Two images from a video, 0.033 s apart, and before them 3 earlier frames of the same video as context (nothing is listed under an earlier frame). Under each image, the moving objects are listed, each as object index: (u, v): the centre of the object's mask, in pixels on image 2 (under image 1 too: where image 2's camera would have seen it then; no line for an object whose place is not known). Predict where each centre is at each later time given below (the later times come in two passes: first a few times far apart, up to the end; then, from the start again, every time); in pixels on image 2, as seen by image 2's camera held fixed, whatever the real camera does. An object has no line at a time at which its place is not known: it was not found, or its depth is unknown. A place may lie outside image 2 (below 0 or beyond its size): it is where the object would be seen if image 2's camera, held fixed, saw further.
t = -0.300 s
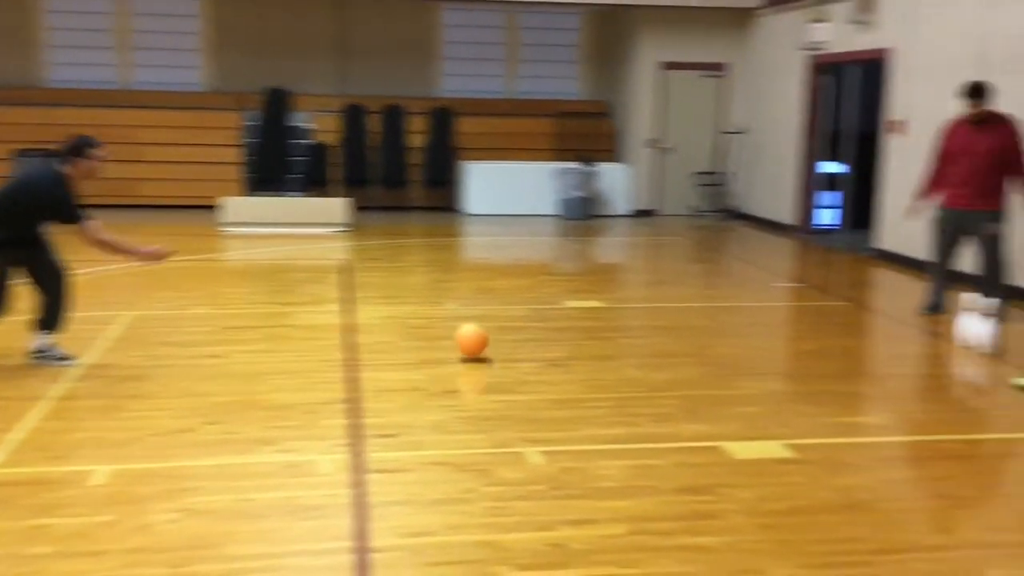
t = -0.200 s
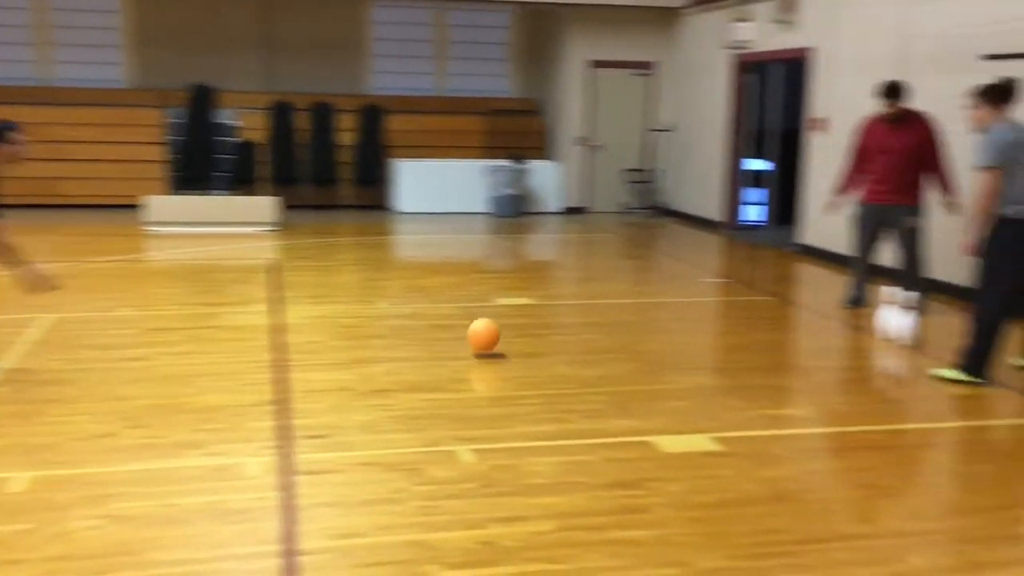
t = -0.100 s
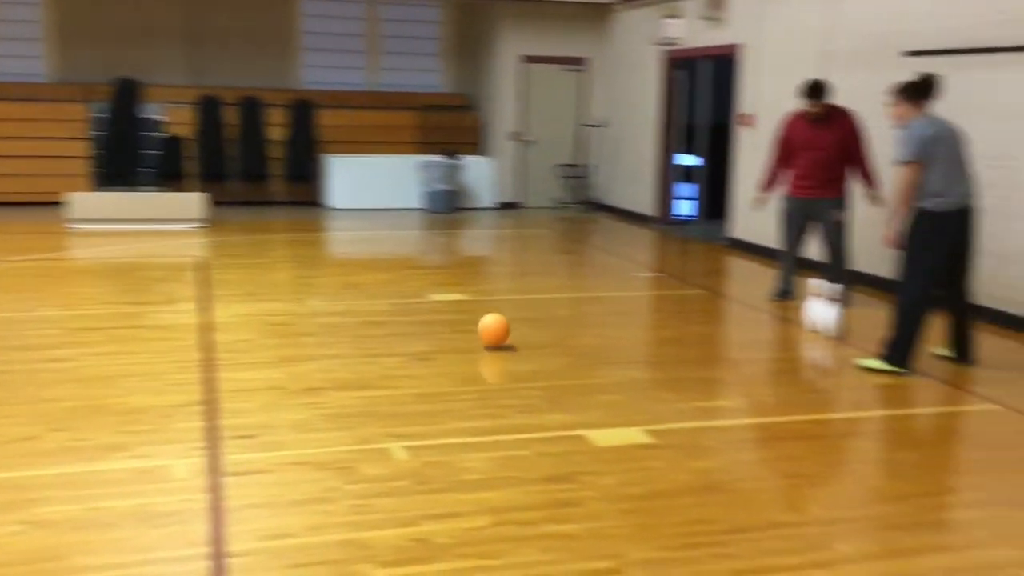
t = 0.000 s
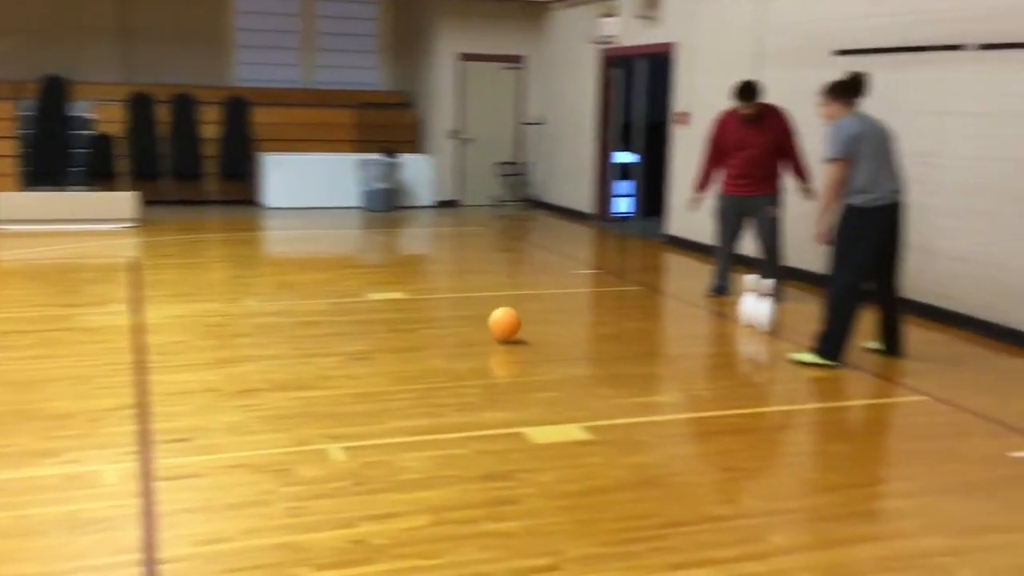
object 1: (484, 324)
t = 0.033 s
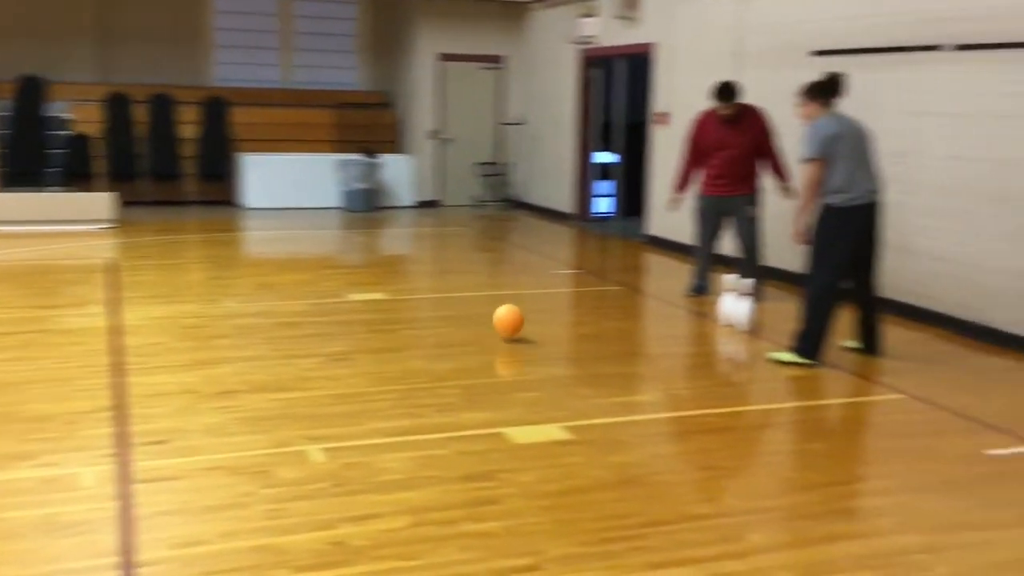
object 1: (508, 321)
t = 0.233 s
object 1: (634, 316)
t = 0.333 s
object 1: (691, 316)
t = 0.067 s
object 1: (530, 320)
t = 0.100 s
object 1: (552, 319)
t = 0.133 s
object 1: (573, 322)
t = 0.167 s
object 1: (593, 321)
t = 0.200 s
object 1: (614, 318)
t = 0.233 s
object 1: (634, 316)
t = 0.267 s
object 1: (653, 314)
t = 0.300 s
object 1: (671, 314)
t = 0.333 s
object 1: (691, 316)
